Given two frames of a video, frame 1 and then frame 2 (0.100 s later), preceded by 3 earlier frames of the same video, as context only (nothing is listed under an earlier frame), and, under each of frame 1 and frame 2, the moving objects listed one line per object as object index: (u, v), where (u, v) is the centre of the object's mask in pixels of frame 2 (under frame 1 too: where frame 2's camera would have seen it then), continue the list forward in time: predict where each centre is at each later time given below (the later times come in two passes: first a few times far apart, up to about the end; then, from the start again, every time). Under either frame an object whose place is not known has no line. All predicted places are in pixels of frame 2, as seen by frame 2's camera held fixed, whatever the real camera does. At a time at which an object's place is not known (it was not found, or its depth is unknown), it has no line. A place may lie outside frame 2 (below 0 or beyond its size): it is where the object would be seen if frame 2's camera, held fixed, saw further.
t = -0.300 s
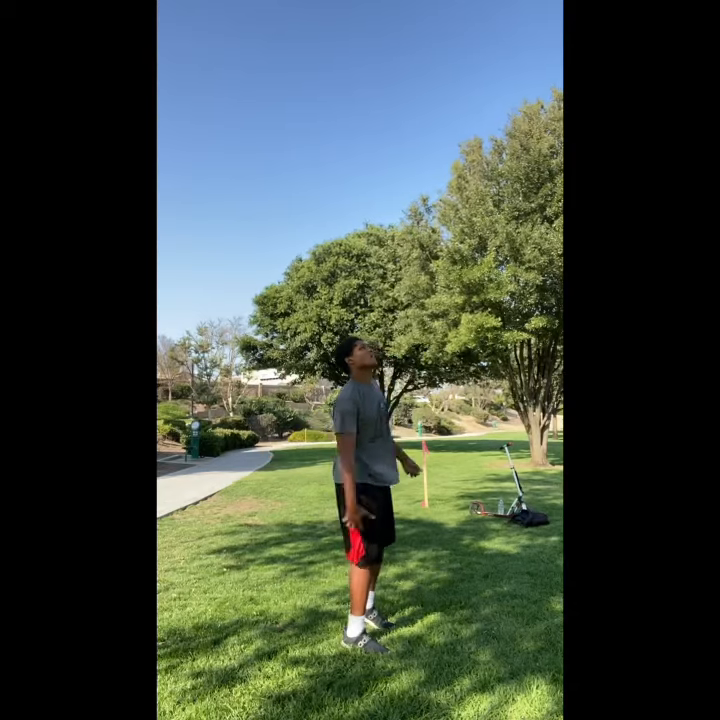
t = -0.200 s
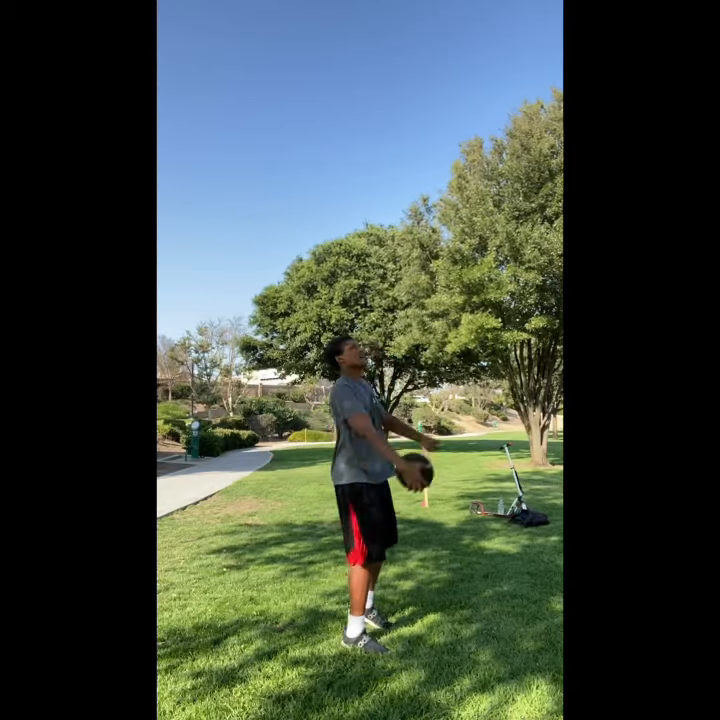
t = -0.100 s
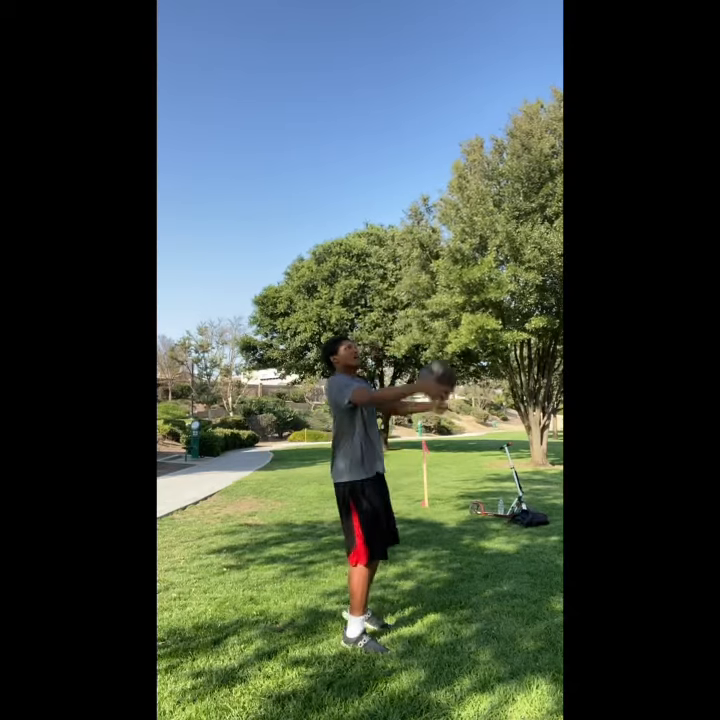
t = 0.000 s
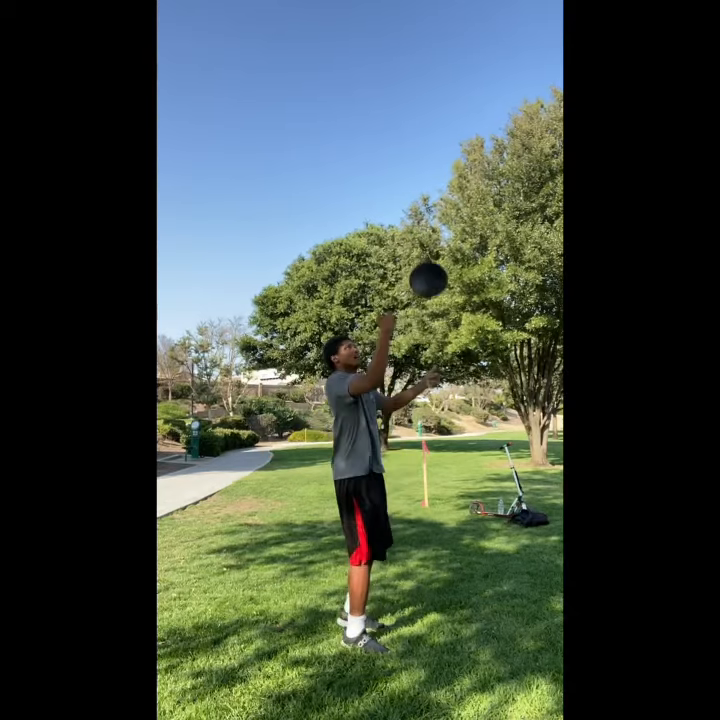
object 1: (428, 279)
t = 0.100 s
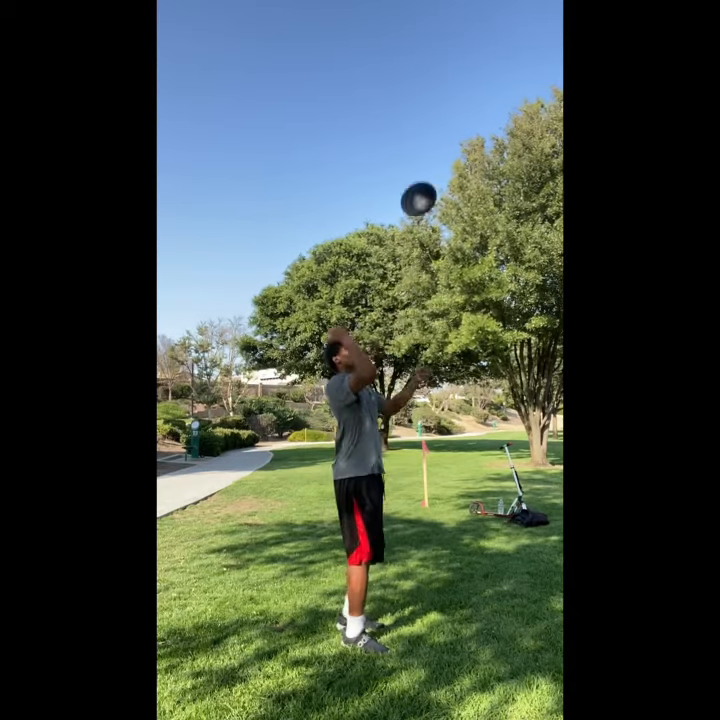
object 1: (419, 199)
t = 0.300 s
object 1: (402, 93)
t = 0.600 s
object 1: (384, 60)
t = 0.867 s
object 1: (372, 144)
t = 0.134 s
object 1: (415, 176)
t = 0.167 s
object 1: (412, 156)
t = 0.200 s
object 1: (410, 137)
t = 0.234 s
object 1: (407, 121)
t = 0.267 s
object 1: (404, 106)
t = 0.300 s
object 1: (402, 93)
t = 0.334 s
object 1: (400, 83)
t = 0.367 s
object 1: (398, 74)
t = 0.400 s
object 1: (395, 66)
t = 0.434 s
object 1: (393, 61)
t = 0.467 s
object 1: (391, 58)
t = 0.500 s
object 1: (389, 56)
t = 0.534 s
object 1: (387, 55)
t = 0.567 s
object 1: (385, 57)
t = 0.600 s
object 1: (384, 60)
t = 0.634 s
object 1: (382, 64)
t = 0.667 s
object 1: (381, 71)
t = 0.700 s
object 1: (379, 79)
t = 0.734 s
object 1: (377, 89)
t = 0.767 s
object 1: (376, 100)
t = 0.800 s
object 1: (375, 113)
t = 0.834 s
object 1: (374, 127)
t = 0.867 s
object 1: (372, 144)
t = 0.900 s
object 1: (371, 162)
